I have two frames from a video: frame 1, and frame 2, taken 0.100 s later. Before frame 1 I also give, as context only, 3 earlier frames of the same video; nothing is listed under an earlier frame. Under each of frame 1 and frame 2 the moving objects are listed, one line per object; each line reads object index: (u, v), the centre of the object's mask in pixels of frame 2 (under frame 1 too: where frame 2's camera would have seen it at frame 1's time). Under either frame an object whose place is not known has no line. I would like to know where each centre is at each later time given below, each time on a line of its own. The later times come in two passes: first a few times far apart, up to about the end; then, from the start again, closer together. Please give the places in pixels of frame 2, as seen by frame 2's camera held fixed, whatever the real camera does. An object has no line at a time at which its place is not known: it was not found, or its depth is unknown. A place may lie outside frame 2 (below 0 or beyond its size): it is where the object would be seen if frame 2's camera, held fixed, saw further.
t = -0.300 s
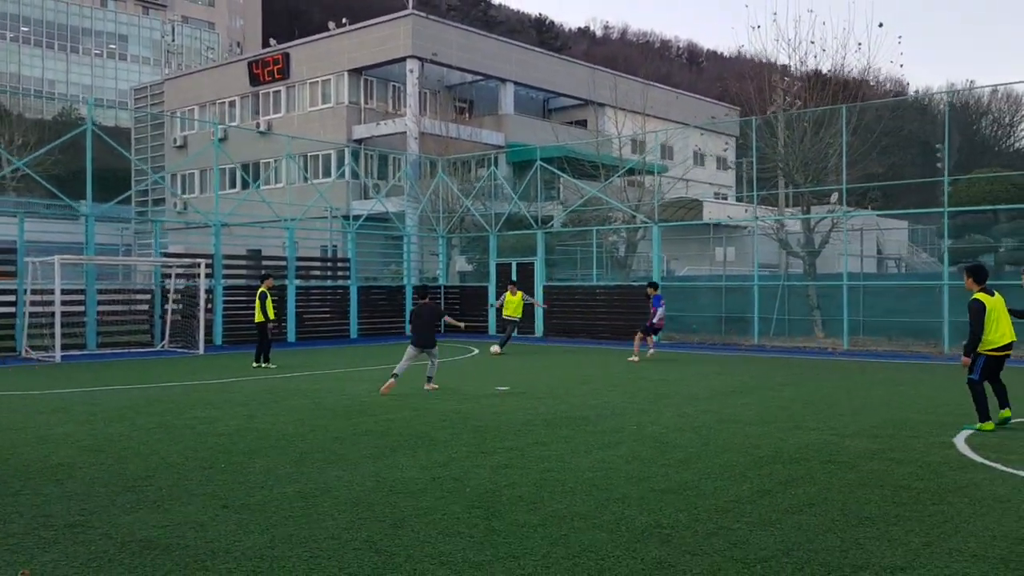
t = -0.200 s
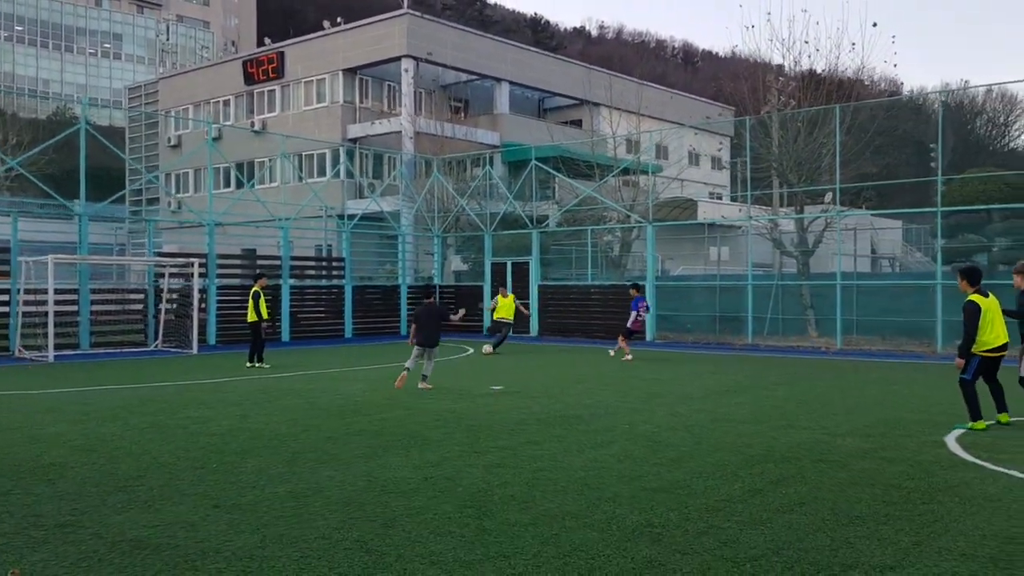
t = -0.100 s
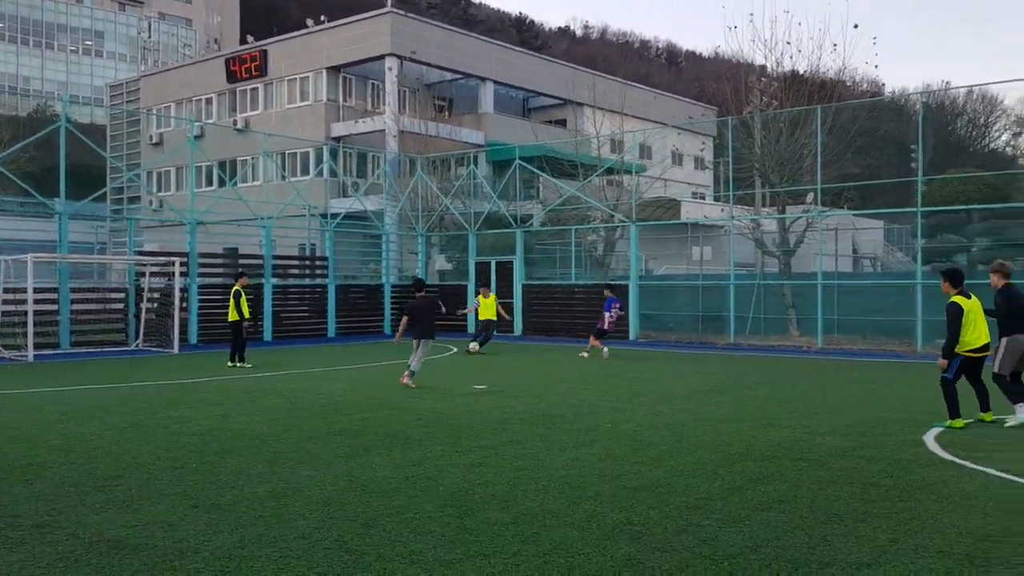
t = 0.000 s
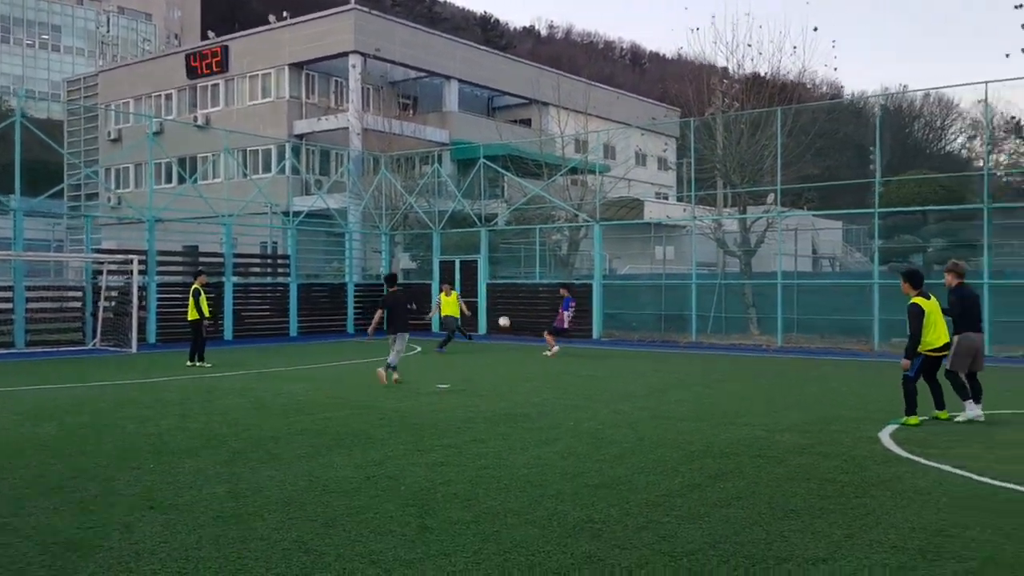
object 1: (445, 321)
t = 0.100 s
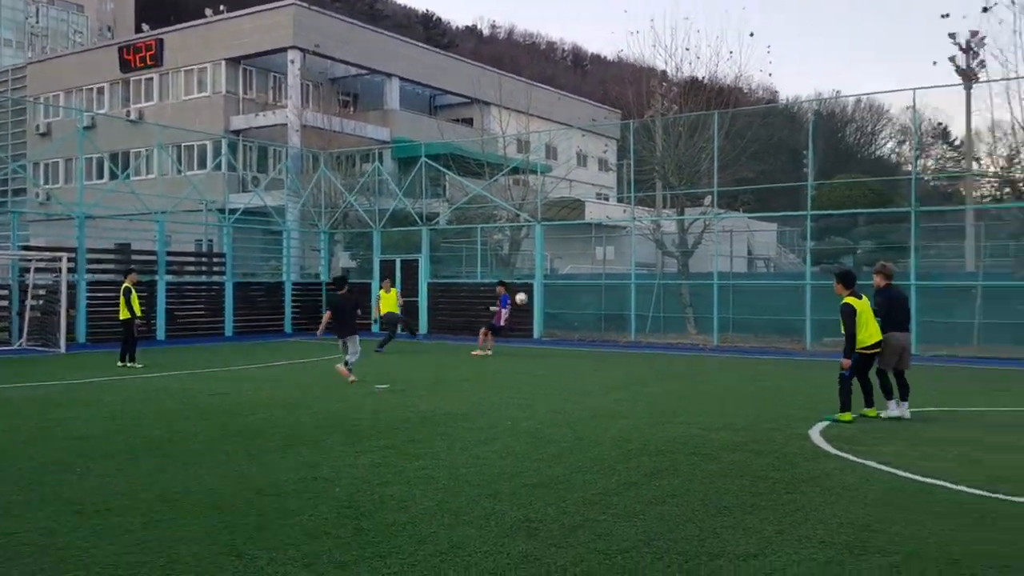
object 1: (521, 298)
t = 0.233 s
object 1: (640, 270)
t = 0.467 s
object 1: (907, 235)
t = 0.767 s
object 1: (1423, 231)
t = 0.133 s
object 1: (549, 290)
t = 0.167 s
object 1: (577, 283)
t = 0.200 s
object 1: (608, 276)
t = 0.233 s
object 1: (640, 270)
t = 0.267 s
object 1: (672, 264)
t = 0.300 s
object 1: (706, 258)
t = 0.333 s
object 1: (742, 252)
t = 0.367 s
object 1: (781, 247)
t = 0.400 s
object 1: (820, 243)
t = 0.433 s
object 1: (863, 239)
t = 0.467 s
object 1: (907, 235)
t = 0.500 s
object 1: (953, 232)
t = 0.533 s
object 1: (1001, 229)
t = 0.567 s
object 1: (1053, 227)
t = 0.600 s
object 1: (1106, 225)
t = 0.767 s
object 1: (1423, 231)
